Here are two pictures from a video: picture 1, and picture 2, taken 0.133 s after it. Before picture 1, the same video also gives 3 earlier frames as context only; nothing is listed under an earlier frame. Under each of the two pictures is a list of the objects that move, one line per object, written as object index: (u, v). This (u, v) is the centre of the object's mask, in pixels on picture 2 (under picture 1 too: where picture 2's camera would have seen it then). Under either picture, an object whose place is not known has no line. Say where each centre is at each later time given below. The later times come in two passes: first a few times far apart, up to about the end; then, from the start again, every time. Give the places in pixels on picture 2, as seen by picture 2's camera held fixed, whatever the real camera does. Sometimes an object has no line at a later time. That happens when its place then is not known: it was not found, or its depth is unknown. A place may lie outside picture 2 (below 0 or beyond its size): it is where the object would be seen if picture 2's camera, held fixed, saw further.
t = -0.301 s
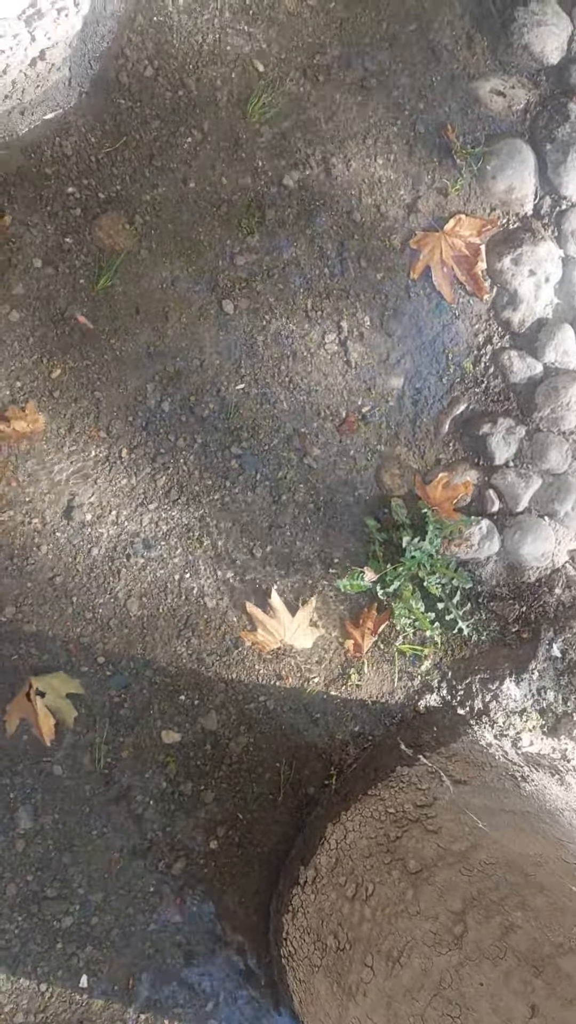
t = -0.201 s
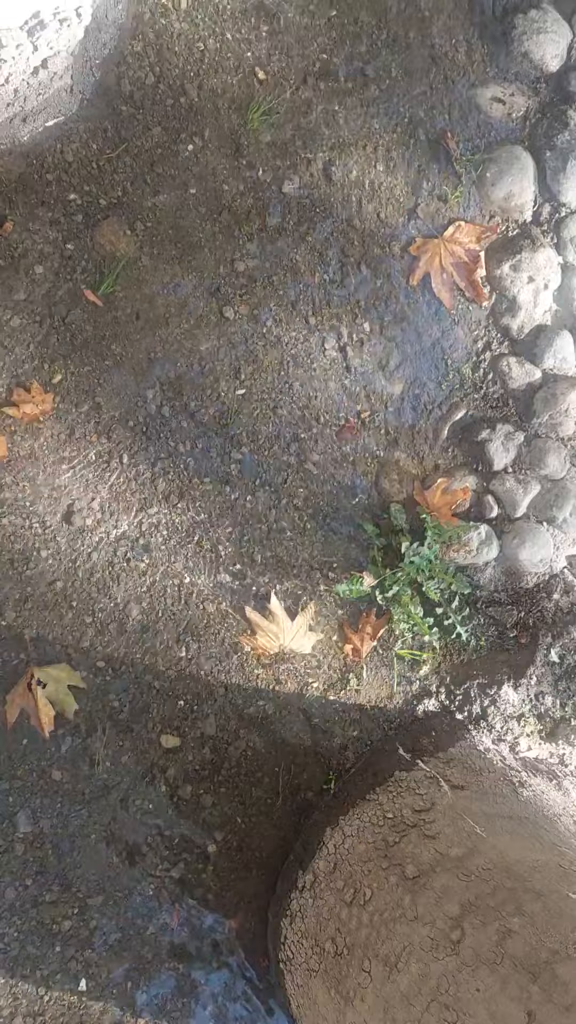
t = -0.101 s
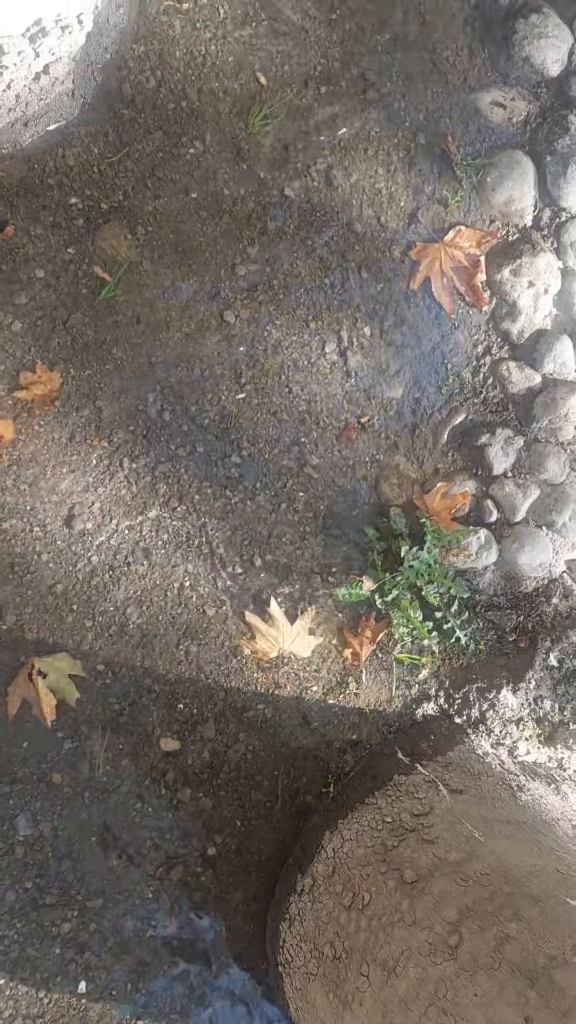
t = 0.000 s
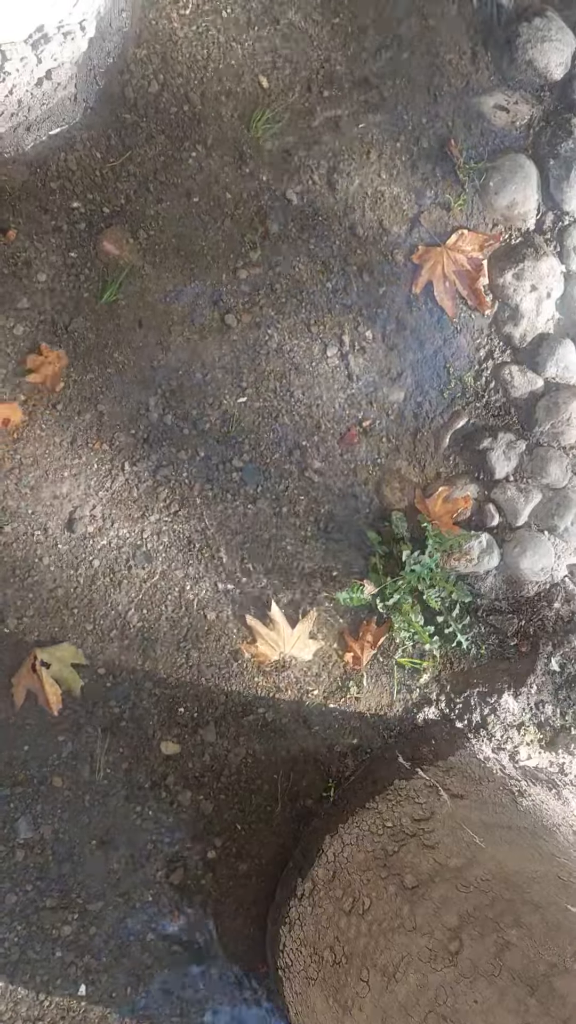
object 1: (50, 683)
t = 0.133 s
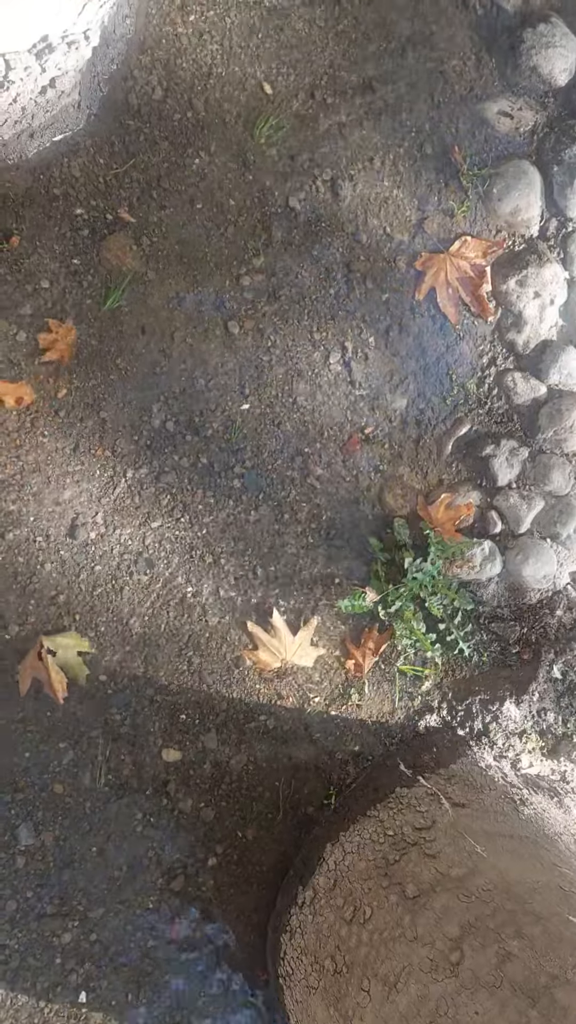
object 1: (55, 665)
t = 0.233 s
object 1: (59, 651)
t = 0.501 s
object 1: (64, 617)
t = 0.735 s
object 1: (69, 585)
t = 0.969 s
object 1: (76, 558)
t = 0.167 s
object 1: (57, 660)
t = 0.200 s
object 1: (58, 656)
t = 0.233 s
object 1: (59, 651)
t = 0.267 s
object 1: (59, 646)
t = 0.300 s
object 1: (58, 642)
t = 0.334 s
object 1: (60, 638)
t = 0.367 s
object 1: (61, 634)
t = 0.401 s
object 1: (63, 630)
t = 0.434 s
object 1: (63, 625)
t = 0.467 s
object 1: (63, 620)
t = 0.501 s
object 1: (64, 617)
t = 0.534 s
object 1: (65, 614)
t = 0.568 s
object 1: (67, 610)
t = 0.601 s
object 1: (67, 605)
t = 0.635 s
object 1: (69, 600)
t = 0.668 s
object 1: (69, 595)
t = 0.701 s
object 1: (68, 590)
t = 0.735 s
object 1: (69, 585)
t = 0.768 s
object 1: (70, 580)
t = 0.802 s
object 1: (71, 576)
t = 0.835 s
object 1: (72, 573)
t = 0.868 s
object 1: (73, 570)
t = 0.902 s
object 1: (74, 566)
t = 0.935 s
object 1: (75, 563)
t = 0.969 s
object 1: (76, 558)
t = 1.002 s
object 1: (77, 556)
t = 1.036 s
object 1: (77, 553)
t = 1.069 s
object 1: (77, 549)
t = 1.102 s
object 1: (78, 546)
